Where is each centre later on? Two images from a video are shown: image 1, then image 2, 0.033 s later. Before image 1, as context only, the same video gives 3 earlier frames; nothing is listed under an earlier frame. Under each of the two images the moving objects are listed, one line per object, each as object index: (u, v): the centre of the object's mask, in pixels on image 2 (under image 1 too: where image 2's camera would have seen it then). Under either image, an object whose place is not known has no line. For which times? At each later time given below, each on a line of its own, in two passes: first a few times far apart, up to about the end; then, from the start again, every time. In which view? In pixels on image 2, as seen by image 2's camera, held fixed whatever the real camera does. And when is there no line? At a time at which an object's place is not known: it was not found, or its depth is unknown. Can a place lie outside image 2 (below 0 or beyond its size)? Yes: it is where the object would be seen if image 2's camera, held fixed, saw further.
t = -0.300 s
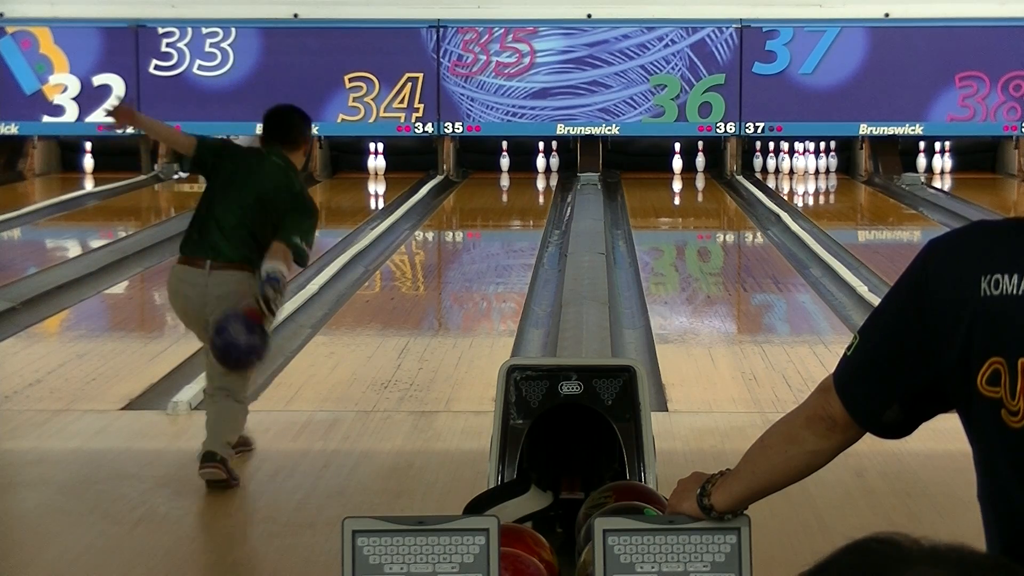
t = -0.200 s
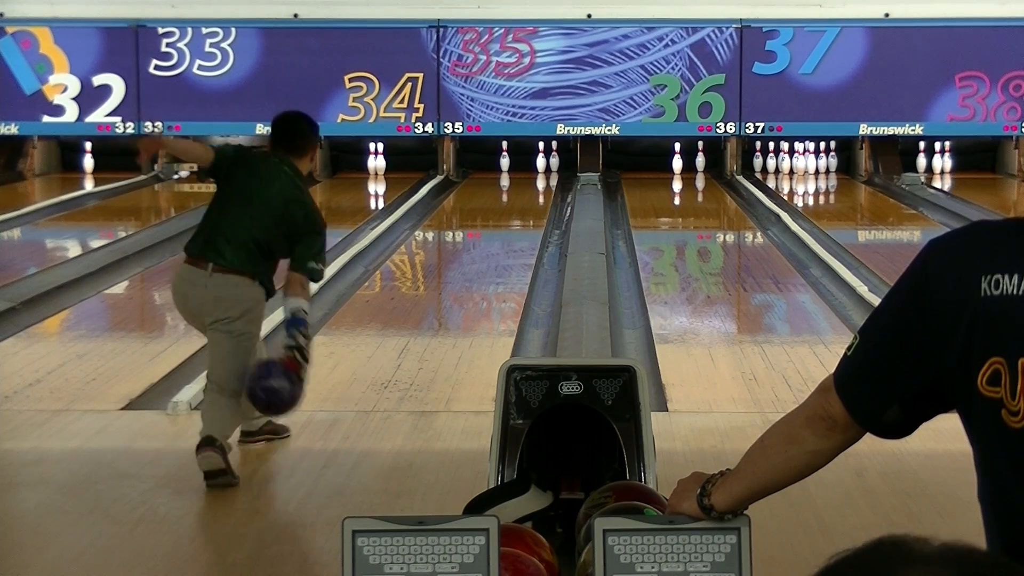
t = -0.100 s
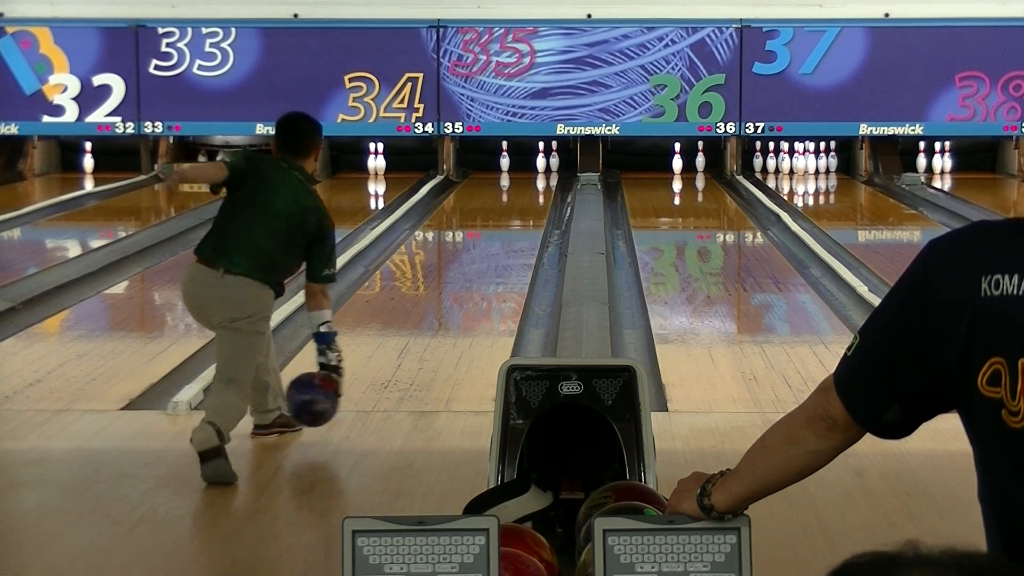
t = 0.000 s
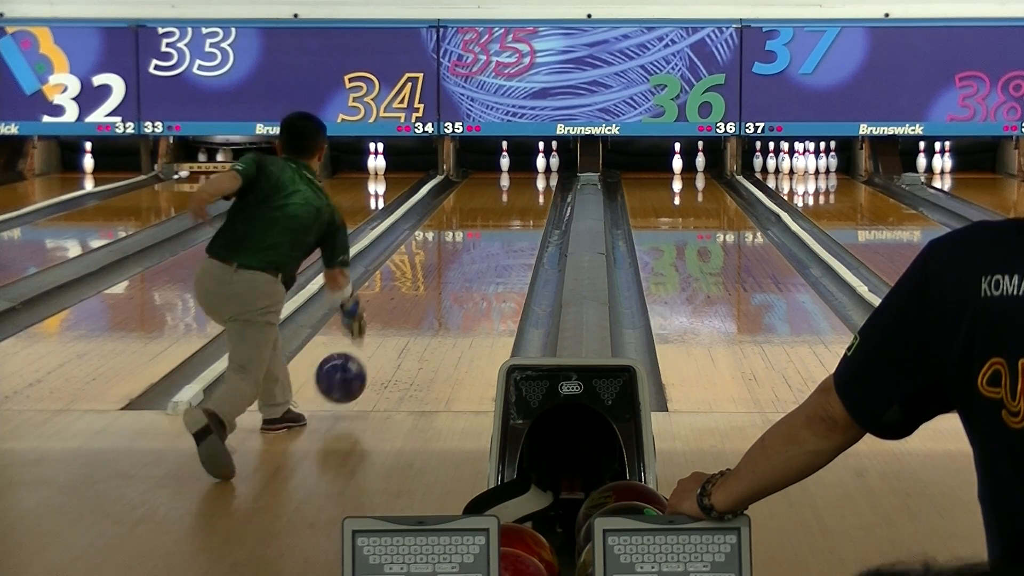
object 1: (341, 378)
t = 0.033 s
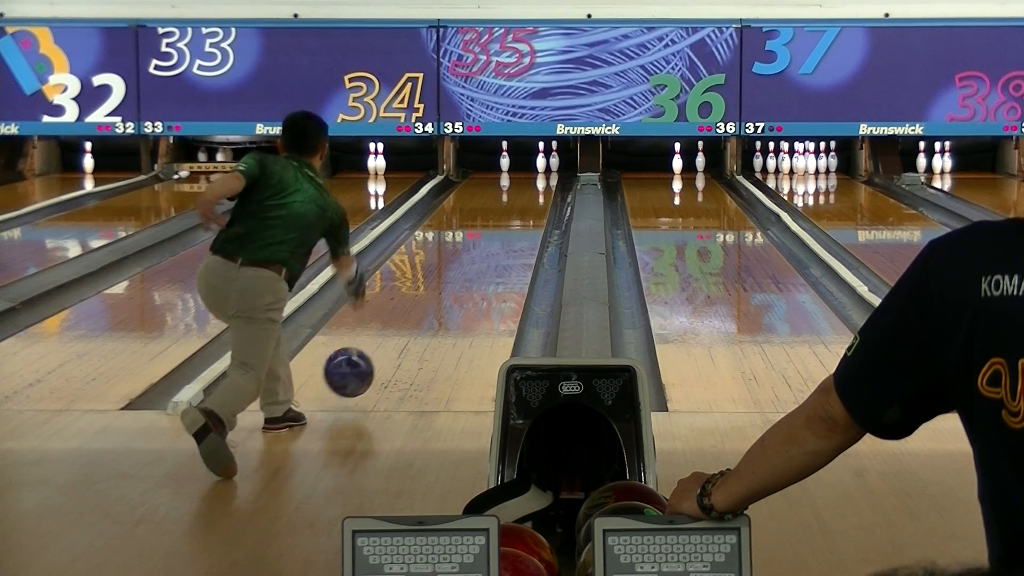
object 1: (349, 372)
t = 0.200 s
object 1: (384, 350)
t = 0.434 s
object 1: (422, 313)
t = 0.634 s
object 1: (448, 288)
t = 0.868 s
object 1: (472, 264)
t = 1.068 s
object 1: (488, 247)
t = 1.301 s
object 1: (503, 231)
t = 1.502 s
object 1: (514, 219)
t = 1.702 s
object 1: (523, 208)
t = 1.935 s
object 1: (532, 197)
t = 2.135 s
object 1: (538, 190)
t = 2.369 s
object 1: (543, 181)
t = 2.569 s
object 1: (546, 175)
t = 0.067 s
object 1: (357, 369)
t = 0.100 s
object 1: (364, 368)
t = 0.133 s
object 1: (371, 362)
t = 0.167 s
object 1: (378, 356)
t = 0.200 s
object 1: (384, 350)
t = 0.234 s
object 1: (390, 345)
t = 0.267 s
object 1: (396, 339)
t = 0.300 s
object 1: (402, 333)
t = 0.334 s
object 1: (407, 328)
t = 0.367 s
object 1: (412, 322)
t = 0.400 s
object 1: (417, 318)
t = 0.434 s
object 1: (422, 313)
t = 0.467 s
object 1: (427, 309)
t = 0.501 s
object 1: (431, 304)
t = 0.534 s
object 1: (436, 300)
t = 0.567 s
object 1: (440, 296)
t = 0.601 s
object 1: (444, 292)
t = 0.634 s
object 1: (448, 288)
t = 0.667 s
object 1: (452, 284)
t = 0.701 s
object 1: (456, 281)
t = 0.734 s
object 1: (459, 278)
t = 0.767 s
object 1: (462, 274)
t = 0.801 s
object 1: (466, 271)
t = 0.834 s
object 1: (469, 268)
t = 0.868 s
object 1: (472, 264)
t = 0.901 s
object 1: (475, 261)
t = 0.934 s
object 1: (478, 258)
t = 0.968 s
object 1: (480, 255)
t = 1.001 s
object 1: (483, 253)
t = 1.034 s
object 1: (486, 250)
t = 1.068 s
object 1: (488, 247)
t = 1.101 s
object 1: (491, 245)
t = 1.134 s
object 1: (493, 243)
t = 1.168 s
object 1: (495, 240)
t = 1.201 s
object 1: (497, 238)
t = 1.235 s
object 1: (499, 235)
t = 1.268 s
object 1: (501, 233)
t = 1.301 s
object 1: (503, 231)
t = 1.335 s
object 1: (506, 229)
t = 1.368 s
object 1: (507, 227)
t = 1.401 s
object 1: (509, 225)
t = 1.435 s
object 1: (511, 223)
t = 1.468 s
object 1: (512, 221)
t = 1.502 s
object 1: (514, 219)
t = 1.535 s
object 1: (516, 217)
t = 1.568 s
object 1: (517, 215)
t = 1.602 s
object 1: (519, 213)
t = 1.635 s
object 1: (520, 212)
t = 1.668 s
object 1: (522, 210)
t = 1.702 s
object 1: (523, 208)
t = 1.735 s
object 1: (525, 207)
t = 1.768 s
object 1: (526, 205)
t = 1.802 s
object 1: (527, 204)
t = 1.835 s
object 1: (528, 202)
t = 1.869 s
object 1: (530, 200)
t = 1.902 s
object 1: (531, 199)
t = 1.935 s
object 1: (532, 197)
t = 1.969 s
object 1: (533, 196)
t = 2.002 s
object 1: (534, 194)
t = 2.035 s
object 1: (535, 193)
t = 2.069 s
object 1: (537, 192)
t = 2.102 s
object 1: (537, 191)
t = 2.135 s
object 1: (538, 190)
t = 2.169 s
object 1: (539, 188)
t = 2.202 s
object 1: (540, 187)
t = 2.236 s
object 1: (540, 186)
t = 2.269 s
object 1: (541, 184)
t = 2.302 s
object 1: (542, 184)
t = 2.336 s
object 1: (543, 182)
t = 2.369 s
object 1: (543, 181)
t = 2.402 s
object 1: (544, 181)
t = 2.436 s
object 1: (545, 179)
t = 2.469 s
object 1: (545, 178)
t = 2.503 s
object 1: (545, 177)
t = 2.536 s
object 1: (546, 176)
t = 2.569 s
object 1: (546, 175)
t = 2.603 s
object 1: (547, 174)
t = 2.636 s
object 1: (547, 173)
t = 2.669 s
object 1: (547, 172)
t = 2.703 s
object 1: (548, 172)
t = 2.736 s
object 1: (548, 171)
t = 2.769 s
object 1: (548, 170)
